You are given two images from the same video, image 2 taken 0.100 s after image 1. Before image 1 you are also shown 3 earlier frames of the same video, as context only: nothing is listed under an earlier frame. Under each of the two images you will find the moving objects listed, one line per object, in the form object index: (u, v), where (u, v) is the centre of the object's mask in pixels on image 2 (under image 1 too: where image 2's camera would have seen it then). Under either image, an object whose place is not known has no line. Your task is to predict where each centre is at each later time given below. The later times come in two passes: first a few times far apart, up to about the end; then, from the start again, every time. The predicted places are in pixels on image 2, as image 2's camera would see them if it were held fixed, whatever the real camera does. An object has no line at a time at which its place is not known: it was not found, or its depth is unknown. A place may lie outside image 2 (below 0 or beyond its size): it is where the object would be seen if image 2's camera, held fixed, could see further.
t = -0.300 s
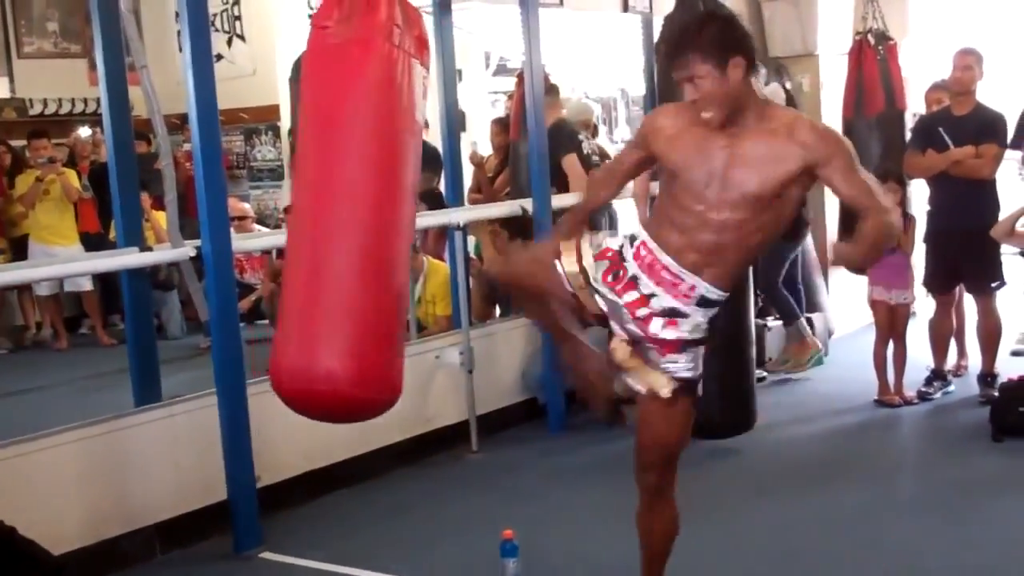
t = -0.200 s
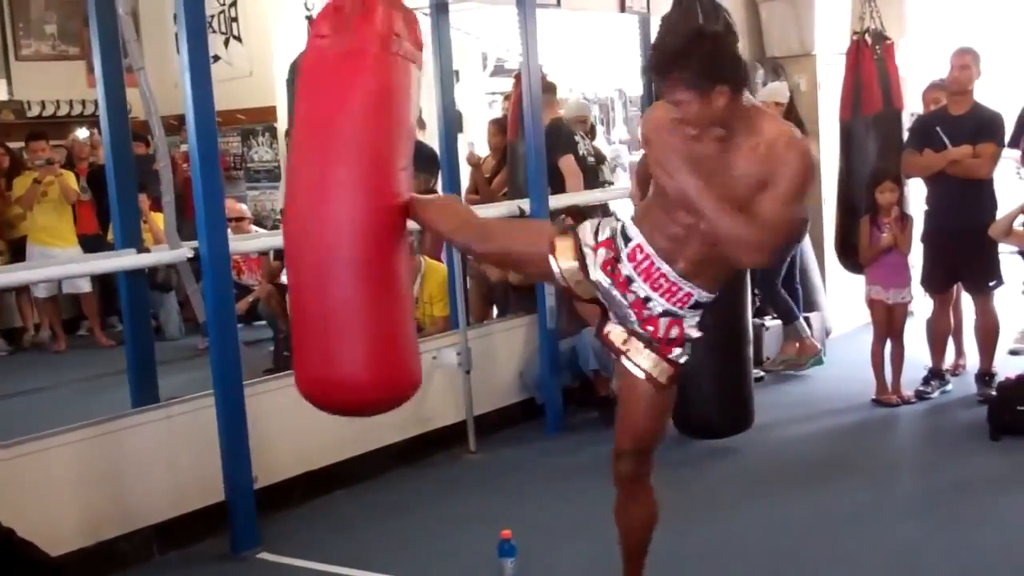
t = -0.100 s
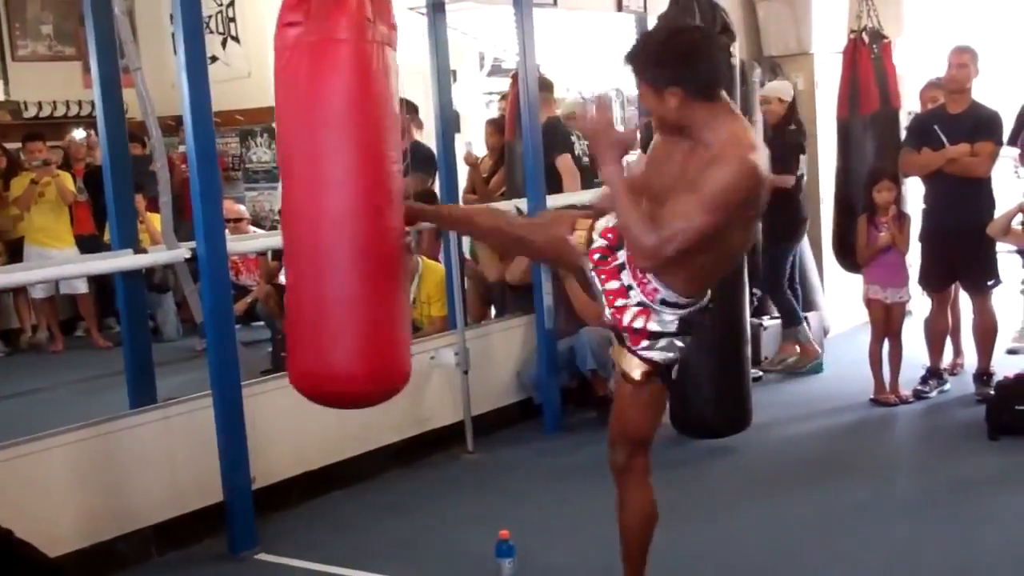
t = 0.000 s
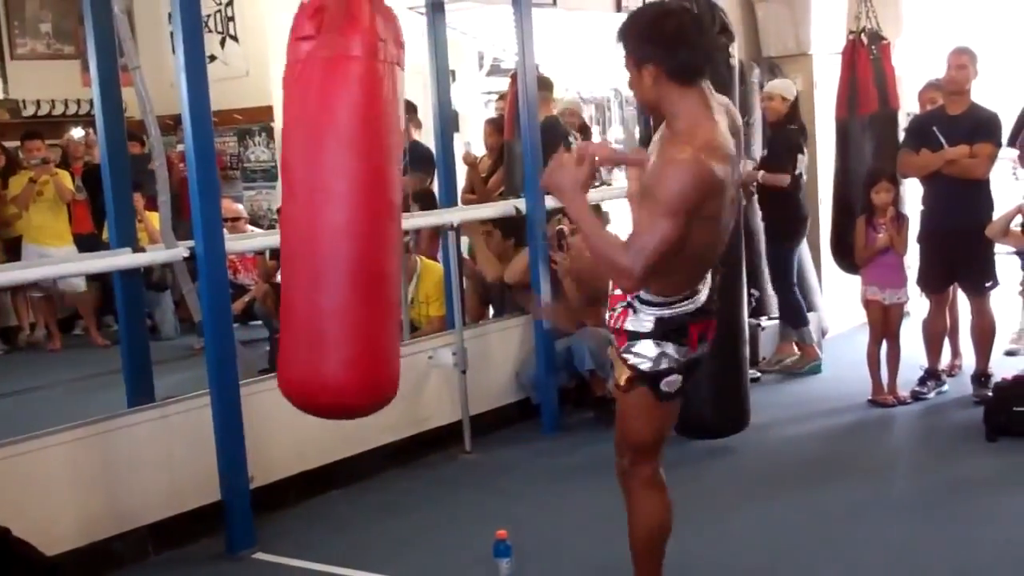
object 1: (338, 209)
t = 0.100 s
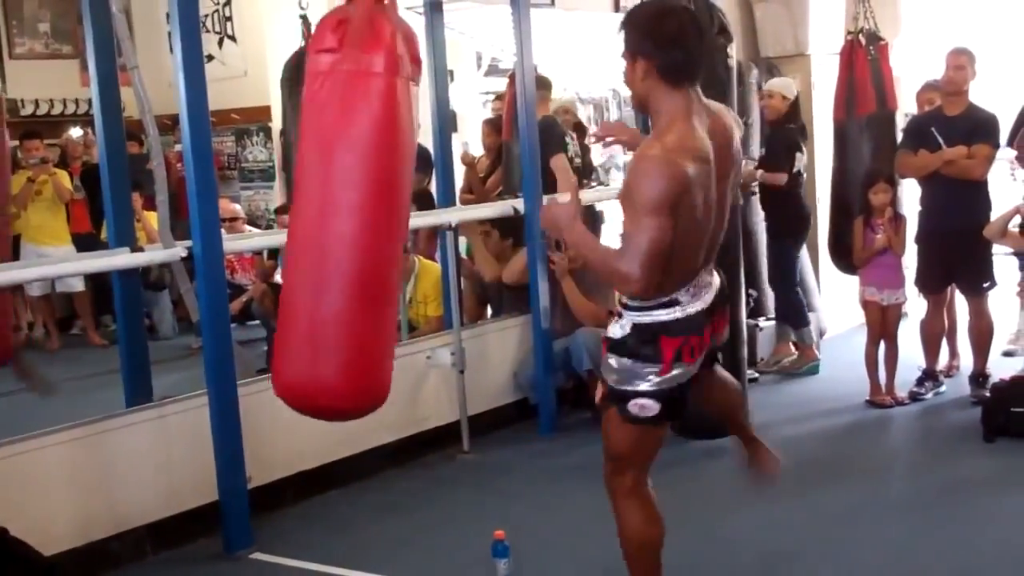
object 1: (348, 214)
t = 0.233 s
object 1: (356, 206)
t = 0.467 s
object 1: (387, 200)
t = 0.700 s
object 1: (422, 190)
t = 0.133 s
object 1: (349, 208)
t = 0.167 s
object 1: (349, 204)
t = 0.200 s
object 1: (353, 205)
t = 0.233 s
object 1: (356, 206)
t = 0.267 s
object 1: (360, 210)
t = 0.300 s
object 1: (363, 209)
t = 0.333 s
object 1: (368, 205)
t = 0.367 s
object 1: (373, 202)
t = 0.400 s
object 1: (377, 201)
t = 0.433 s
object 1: (382, 201)
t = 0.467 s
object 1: (387, 200)
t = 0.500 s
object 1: (390, 198)
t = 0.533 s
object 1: (394, 195)
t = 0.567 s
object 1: (399, 192)
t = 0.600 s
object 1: (405, 191)
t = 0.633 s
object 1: (411, 191)
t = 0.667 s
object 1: (417, 192)
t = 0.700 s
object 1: (422, 190)
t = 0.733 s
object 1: (427, 188)
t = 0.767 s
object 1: (431, 187)
